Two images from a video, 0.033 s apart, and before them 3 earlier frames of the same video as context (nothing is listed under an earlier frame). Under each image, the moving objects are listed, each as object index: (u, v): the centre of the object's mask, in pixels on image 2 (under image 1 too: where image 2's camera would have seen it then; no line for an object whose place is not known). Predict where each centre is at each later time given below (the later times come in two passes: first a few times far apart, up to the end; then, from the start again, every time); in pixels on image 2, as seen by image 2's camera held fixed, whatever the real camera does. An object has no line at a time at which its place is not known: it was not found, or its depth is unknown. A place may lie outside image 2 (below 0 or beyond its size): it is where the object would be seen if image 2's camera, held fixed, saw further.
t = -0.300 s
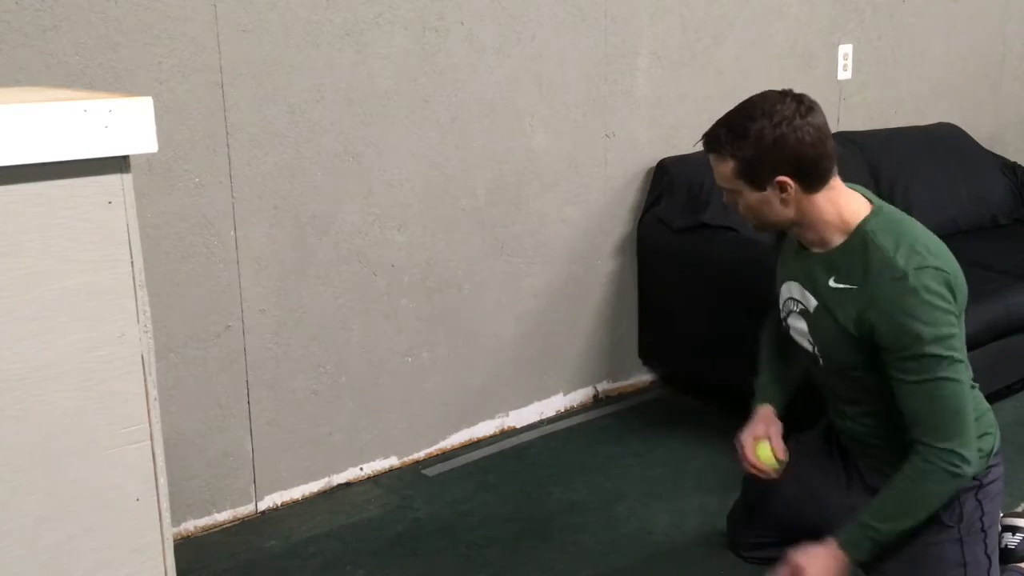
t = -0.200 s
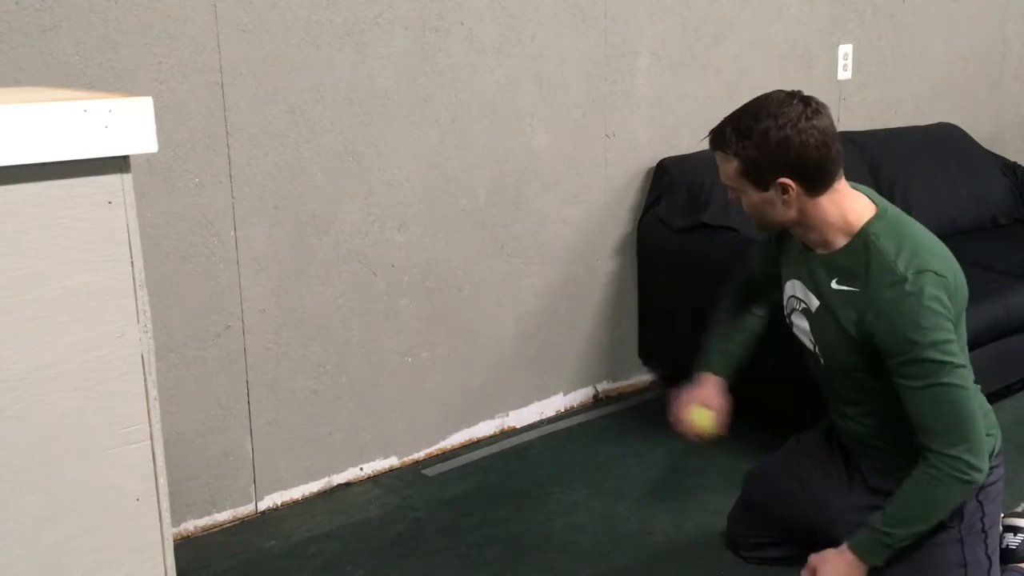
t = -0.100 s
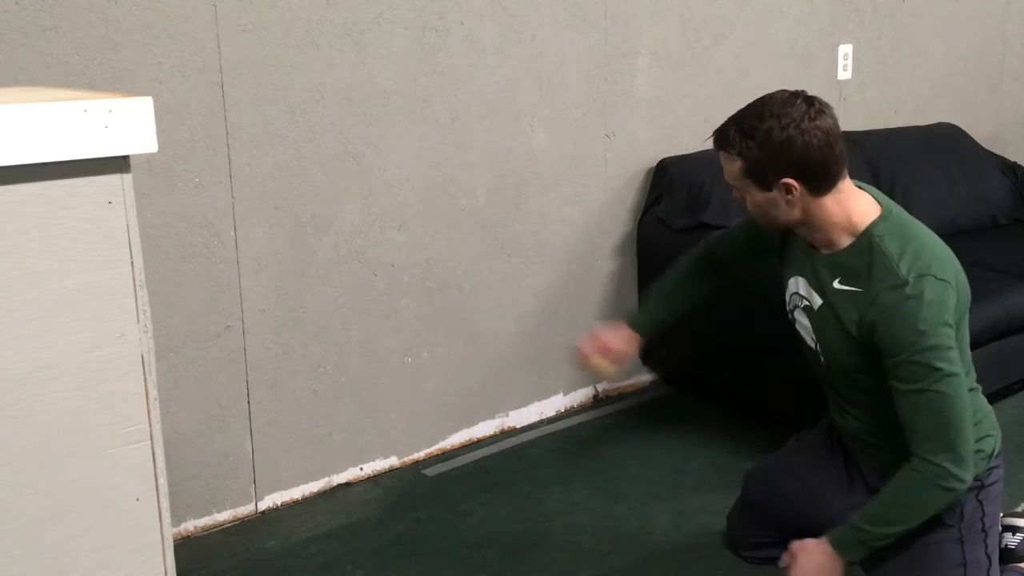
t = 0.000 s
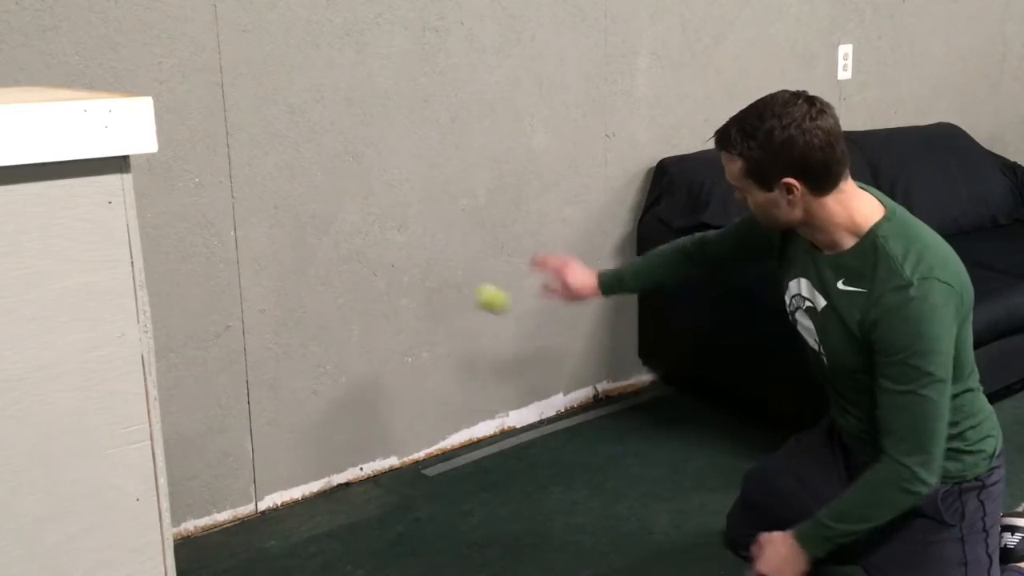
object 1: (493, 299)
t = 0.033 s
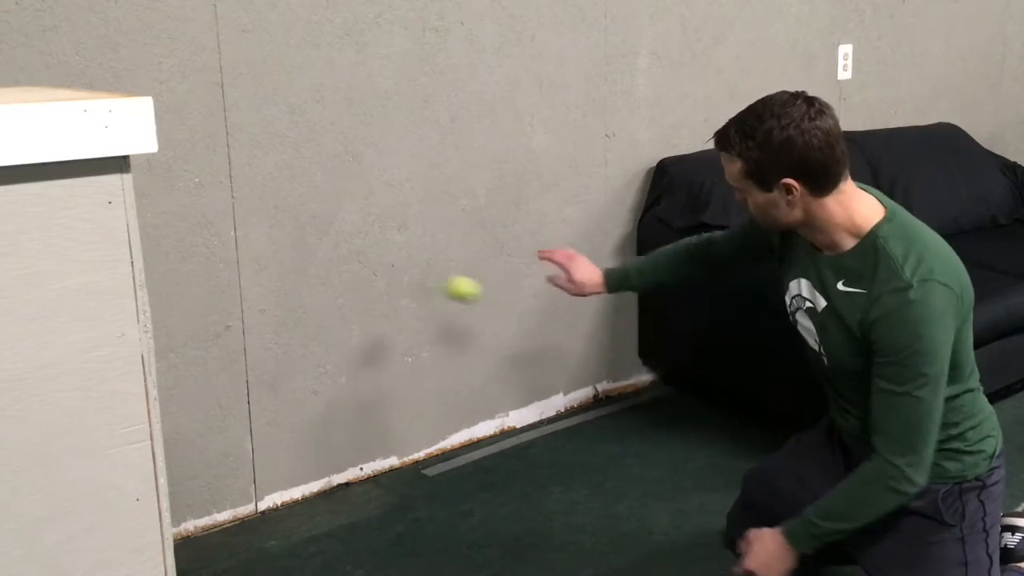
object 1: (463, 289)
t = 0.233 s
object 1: (478, 351)
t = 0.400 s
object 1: (588, 541)
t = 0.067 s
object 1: (434, 283)
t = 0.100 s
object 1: (408, 283)
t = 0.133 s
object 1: (421, 292)
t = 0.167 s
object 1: (439, 307)
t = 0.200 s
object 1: (458, 327)
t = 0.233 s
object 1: (478, 351)
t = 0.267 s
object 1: (499, 381)
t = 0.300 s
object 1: (521, 418)
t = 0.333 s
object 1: (543, 462)
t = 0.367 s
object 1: (566, 508)
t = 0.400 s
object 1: (588, 541)
